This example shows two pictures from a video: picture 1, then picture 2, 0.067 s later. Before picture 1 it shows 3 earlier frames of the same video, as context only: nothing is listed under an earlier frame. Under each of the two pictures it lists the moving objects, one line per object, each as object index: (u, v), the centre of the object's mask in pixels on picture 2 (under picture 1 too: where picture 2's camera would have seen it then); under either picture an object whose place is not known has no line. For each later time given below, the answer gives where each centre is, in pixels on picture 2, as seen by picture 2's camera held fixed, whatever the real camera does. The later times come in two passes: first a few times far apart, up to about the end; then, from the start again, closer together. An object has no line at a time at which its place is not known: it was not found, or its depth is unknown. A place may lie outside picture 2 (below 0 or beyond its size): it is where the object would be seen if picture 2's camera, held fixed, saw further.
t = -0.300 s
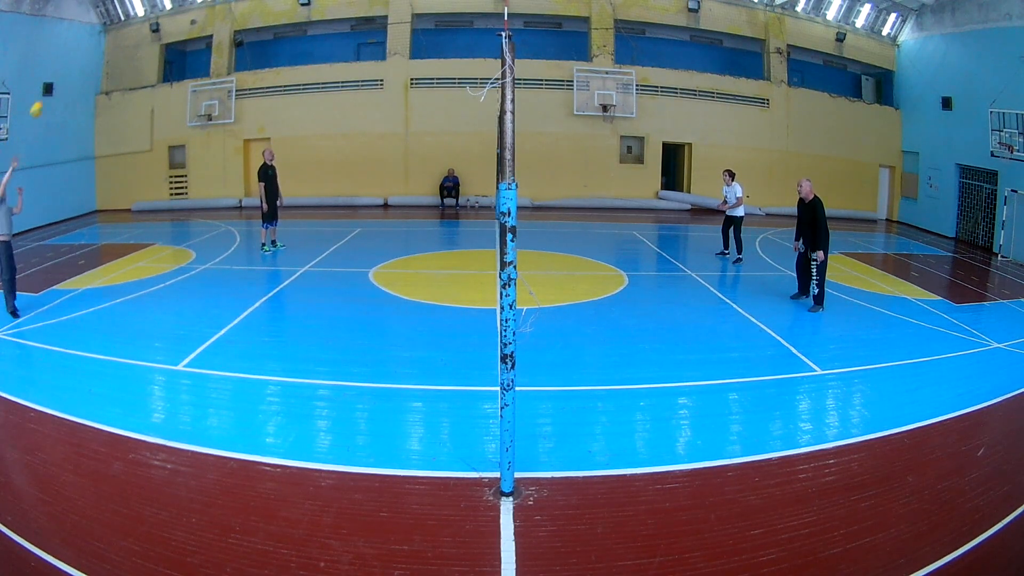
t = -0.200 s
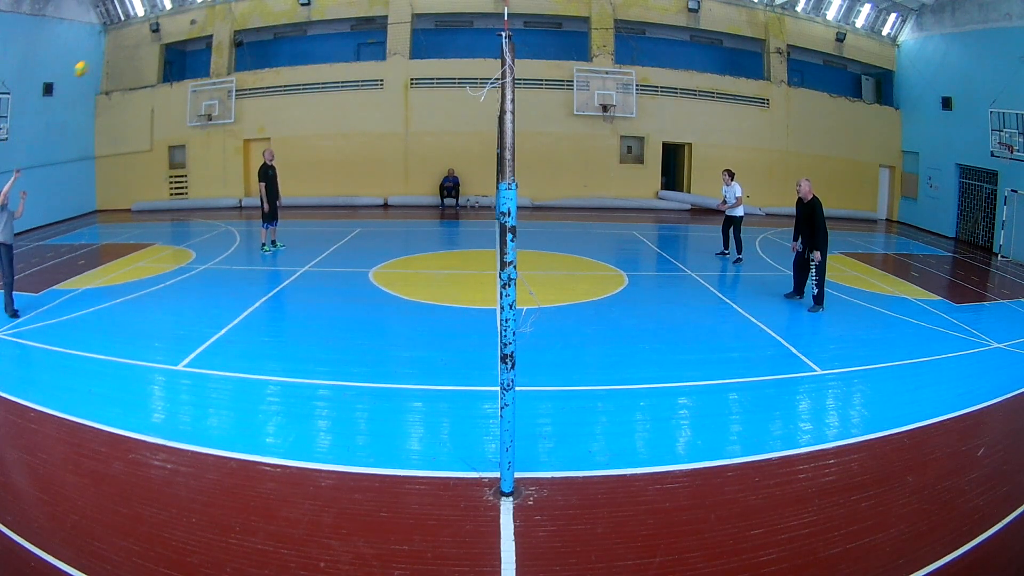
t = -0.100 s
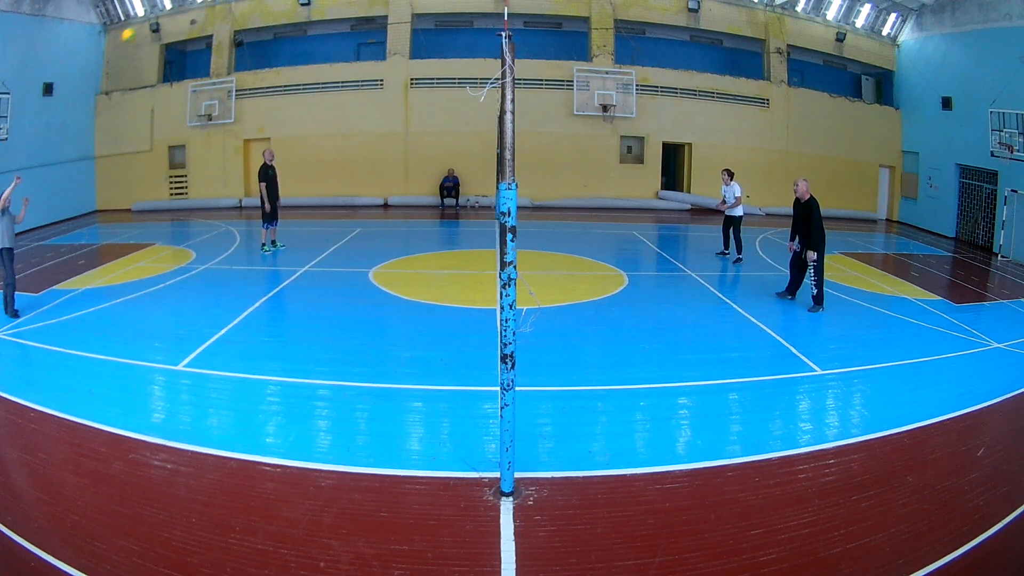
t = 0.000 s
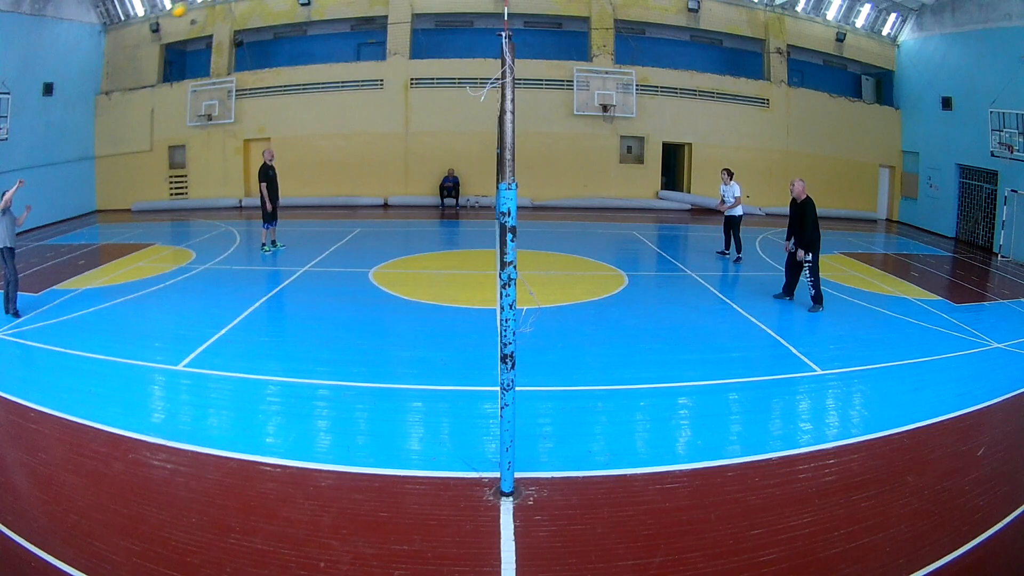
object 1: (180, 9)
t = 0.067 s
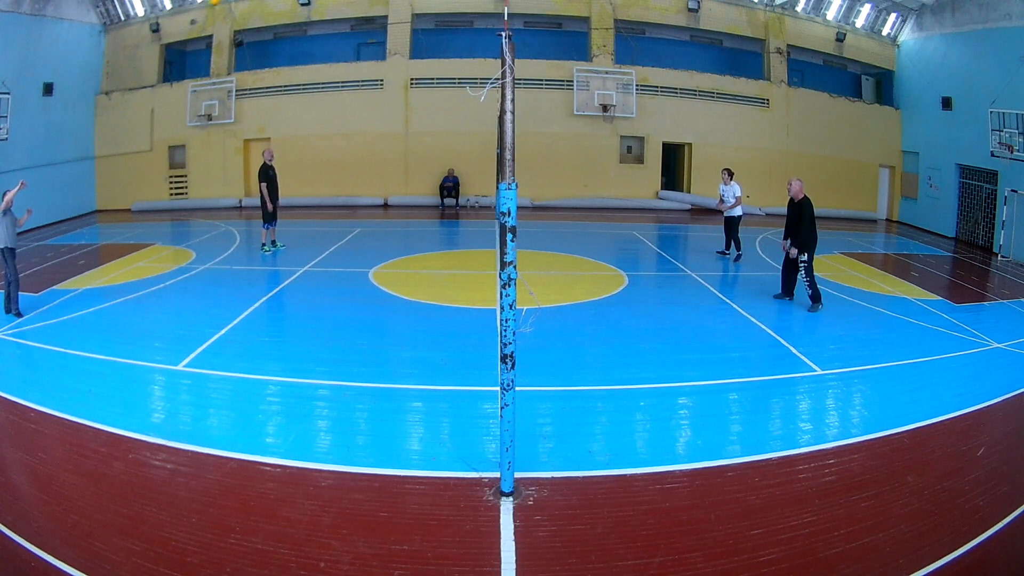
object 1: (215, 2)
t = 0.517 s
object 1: (444, 17)
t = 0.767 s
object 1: (556, 96)
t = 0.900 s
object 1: (608, 151)
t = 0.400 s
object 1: (385, 2)
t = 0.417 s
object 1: (394, 3)
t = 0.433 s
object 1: (403, 4)
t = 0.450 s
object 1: (411, 5)
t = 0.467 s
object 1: (420, 7)
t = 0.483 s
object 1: (428, 10)
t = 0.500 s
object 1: (436, 14)
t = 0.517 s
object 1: (444, 17)
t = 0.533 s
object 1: (452, 20)
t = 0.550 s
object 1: (460, 25)
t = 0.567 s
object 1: (468, 29)
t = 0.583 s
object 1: (476, 33)
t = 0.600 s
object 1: (483, 38)
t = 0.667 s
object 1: (518, 59)
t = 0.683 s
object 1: (522, 65)
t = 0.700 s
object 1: (528, 70)
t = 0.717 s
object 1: (536, 76)
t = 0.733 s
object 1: (542, 83)
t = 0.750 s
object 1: (549, 89)
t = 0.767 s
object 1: (556, 96)
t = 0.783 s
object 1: (562, 103)
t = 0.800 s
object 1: (570, 109)
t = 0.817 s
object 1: (576, 115)
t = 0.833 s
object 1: (583, 122)
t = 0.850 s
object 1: (589, 129)
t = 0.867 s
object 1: (596, 136)
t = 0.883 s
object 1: (601, 144)
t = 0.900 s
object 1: (608, 151)
